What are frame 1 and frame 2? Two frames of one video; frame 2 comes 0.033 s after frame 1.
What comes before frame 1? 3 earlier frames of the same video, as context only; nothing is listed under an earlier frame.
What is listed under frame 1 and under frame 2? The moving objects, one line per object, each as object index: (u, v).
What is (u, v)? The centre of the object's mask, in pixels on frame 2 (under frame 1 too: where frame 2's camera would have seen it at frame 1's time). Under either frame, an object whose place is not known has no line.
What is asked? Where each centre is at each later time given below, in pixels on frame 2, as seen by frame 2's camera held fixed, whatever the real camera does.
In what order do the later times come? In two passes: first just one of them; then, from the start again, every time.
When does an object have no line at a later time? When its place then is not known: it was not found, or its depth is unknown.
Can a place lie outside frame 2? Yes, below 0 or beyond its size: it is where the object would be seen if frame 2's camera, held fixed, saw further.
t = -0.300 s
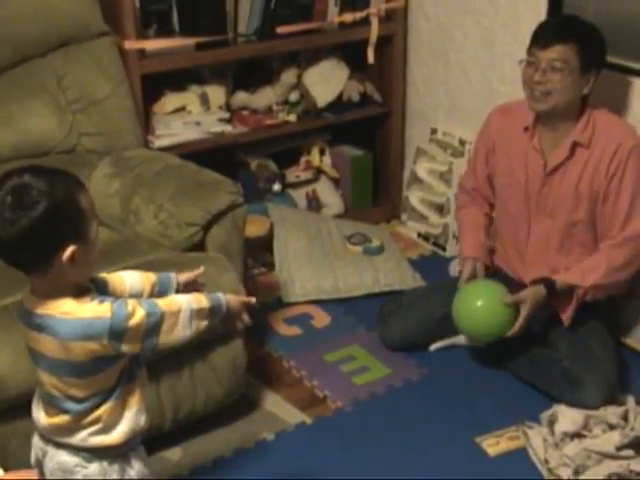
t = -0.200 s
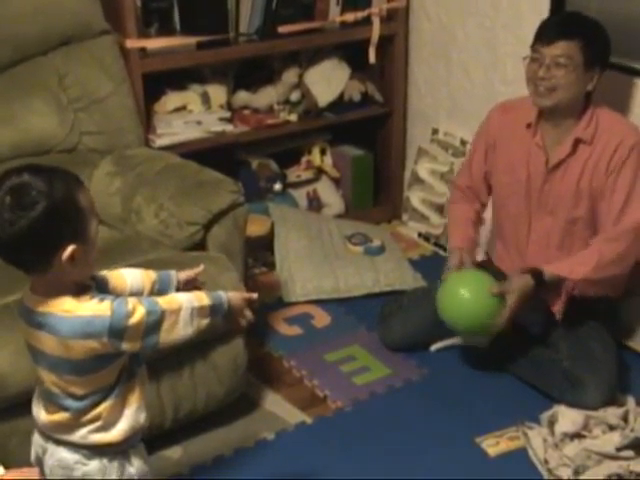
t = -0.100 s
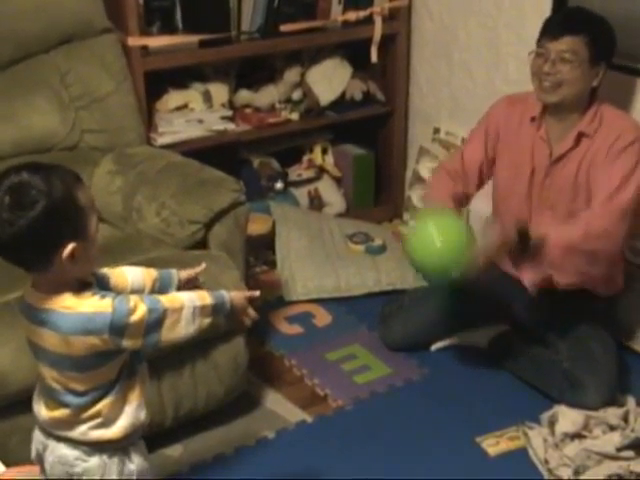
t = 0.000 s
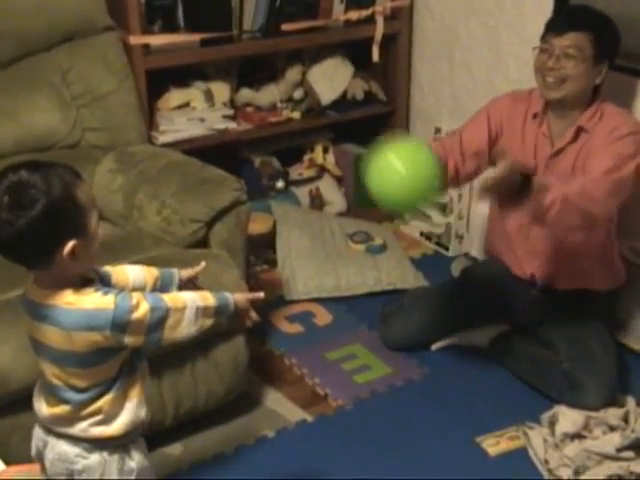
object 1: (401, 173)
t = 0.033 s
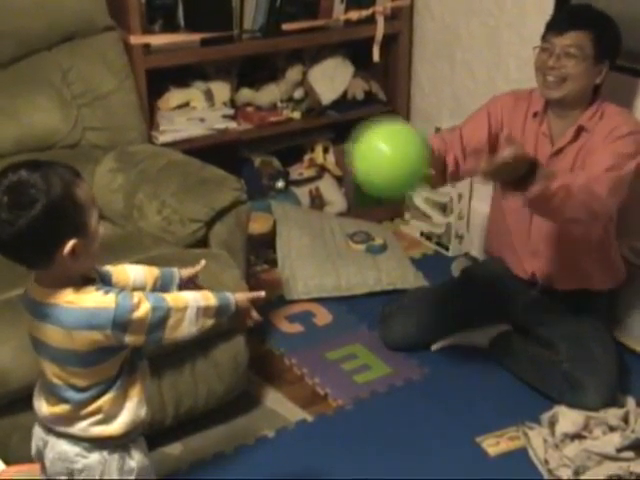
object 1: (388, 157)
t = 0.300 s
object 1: (250, 187)
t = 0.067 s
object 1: (375, 145)
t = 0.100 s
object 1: (358, 138)
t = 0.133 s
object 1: (342, 133)
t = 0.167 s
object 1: (325, 134)
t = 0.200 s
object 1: (307, 139)
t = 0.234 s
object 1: (288, 150)
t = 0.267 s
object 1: (271, 165)
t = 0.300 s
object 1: (250, 187)
